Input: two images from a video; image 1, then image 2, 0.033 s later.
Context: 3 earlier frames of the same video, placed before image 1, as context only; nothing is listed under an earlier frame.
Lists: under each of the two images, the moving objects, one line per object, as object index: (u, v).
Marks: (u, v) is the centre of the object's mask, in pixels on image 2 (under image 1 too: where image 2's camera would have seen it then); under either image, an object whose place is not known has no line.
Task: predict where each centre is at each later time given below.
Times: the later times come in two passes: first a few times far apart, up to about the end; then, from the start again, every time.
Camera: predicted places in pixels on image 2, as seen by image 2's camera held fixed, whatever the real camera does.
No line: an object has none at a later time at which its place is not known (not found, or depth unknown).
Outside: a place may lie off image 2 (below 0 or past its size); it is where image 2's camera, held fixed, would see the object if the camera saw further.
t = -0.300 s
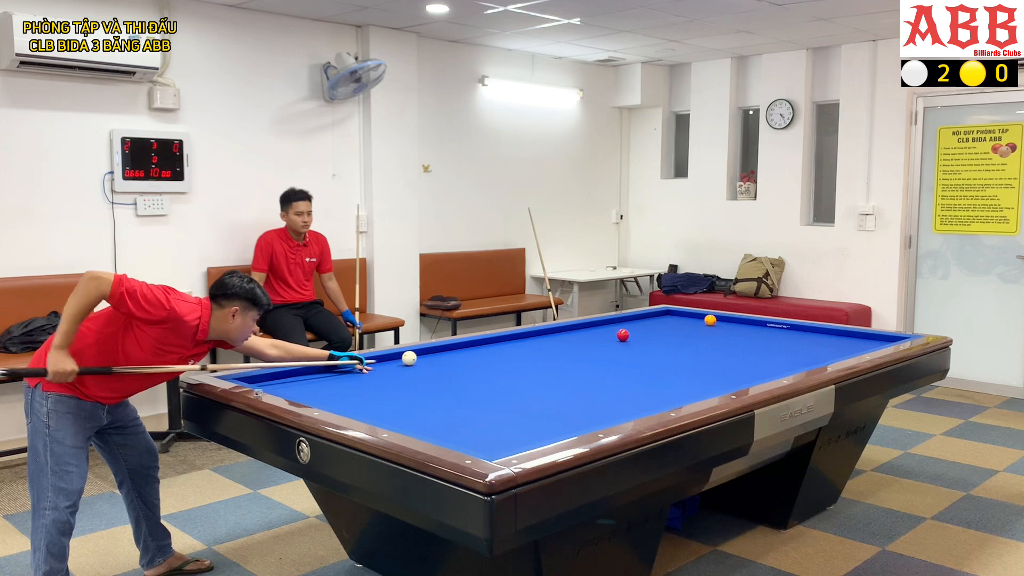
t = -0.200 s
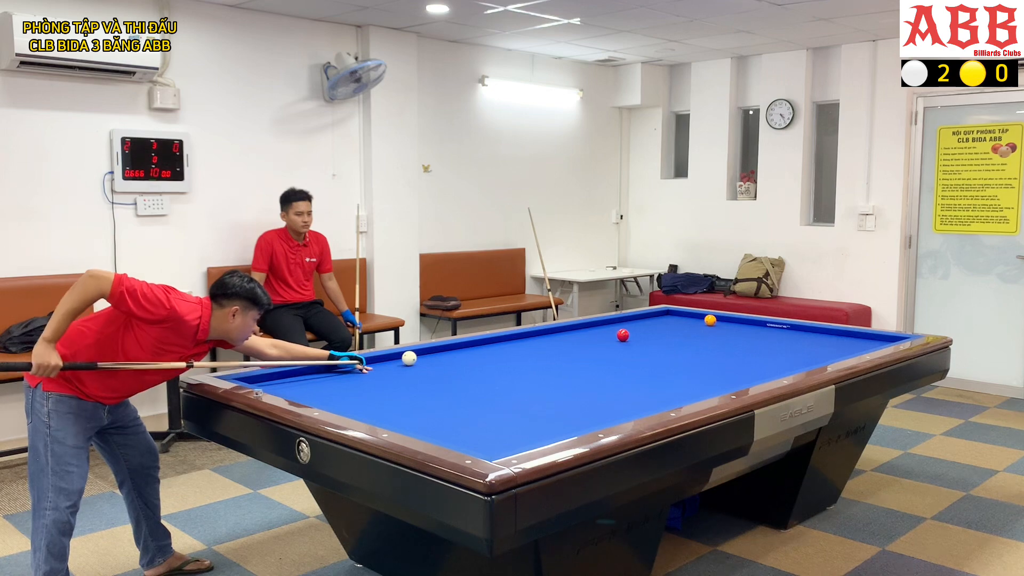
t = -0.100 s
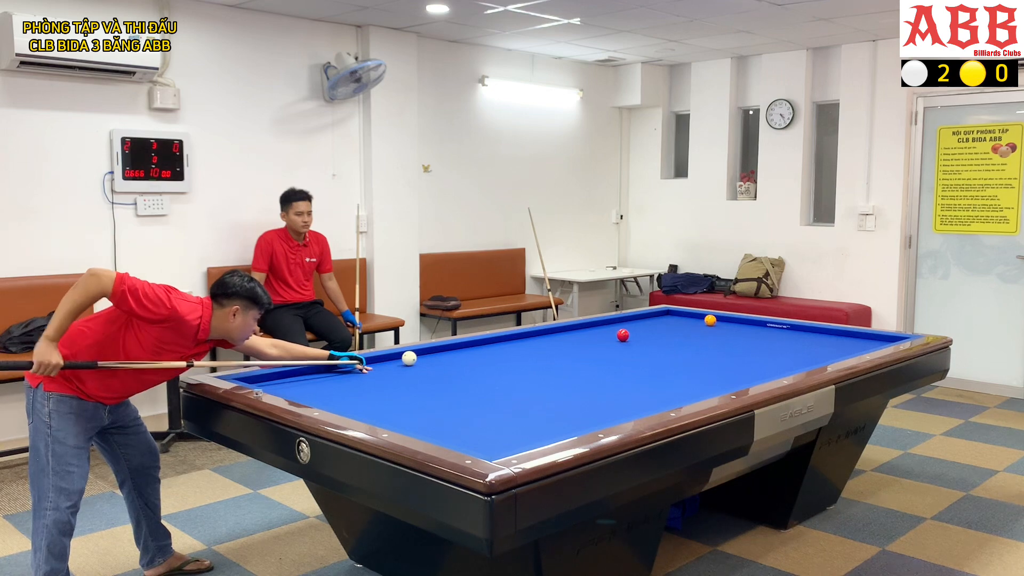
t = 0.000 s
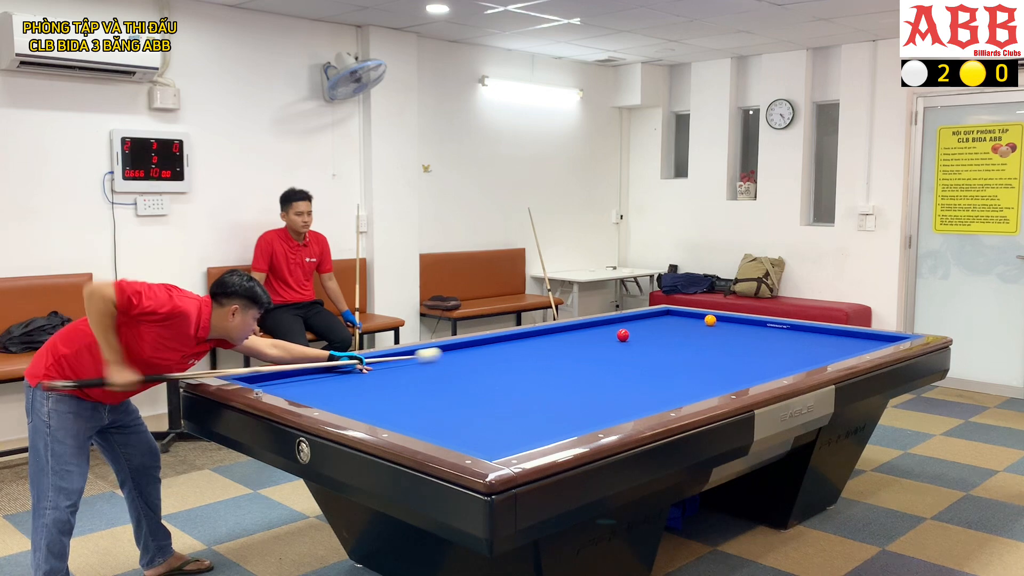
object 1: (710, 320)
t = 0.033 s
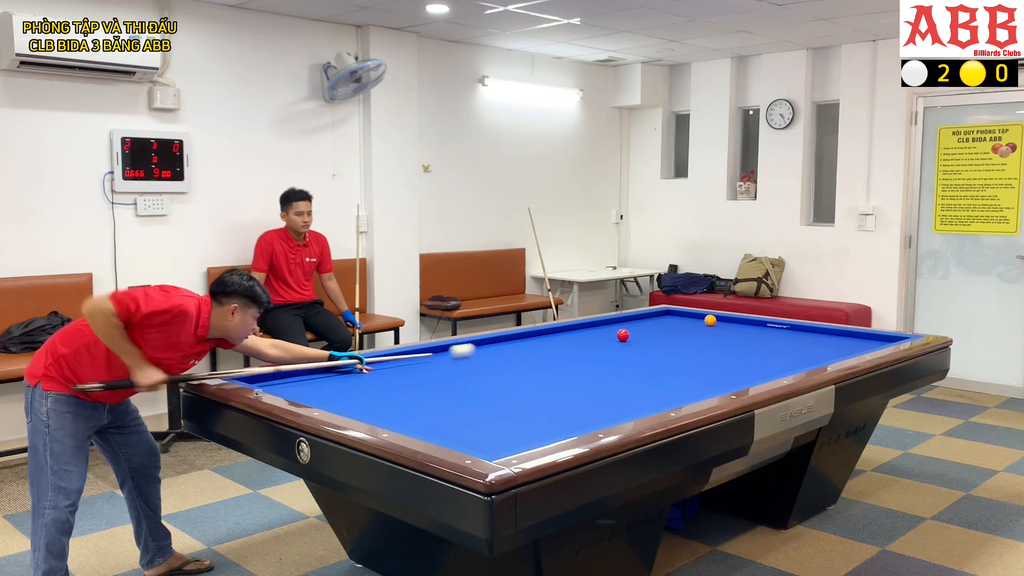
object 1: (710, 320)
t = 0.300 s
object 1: (710, 320)
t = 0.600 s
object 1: (768, 333)
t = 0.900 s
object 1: (793, 352)
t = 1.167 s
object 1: (788, 365)
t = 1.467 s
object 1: (697, 372)
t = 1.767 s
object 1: (605, 378)
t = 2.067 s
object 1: (507, 385)
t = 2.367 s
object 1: (403, 393)
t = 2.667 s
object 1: (312, 396)
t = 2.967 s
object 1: (332, 378)
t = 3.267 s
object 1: (345, 364)
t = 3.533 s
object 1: (396, 361)
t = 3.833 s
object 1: (449, 359)
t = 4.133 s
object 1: (499, 357)
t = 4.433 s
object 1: (547, 355)
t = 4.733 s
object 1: (594, 354)
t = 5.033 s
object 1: (638, 352)
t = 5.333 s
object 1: (681, 351)
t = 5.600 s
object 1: (717, 350)
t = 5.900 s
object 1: (757, 348)
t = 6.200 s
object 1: (795, 347)
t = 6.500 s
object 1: (831, 346)
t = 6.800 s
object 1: (866, 344)
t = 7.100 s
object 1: (886, 340)
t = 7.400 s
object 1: (885, 338)
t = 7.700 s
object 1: (881, 336)
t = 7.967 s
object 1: (872, 337)
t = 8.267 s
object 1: (862, 338)
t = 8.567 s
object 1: (852, 338)
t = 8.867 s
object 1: (843, 338)
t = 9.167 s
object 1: (835, 339)
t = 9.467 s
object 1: (827, 339)
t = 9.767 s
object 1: (820, 340)
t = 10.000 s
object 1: (815, 340)
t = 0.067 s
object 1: (710, 320)
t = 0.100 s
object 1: (710, 320)
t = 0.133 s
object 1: (710, 320)
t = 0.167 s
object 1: (710, 320)
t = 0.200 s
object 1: (710, 320)
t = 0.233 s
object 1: (710, 320)
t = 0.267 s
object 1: (710, 320)
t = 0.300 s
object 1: (710, 320)
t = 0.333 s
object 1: (710, 320)
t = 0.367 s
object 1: (726, 320)
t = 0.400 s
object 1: (747, 321)
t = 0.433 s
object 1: (756, 322)
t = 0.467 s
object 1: (758, 324)
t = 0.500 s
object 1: (761, 326)
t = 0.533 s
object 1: (763, 328)
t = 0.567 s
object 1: (766, 330)
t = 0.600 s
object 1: (768, 333)
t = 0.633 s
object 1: (771, 335)
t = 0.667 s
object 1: (774, 337)
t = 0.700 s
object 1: (776, 339)
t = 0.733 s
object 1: (779, 341)
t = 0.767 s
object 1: (781, 343)
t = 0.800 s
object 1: (784, 345)
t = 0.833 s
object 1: (787, 348)
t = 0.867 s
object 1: (790, 350)
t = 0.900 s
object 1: (793, 352)
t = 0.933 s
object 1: (796, 354)
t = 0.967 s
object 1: (798, 356)
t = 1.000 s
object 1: (802, 358)
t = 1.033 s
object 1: (804, 360)
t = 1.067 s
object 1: (807, 362)
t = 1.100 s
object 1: (810, 363)
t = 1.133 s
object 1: (799, 364)
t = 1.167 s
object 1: (788, 365)
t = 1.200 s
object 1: (778, 367)
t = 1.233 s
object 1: (767, 367)
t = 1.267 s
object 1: (757, 368)
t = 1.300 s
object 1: (747, 369)
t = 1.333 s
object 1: (738, 369)
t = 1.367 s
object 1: (728, 370)
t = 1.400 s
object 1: (718, 370)
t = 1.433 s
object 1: (708, 371)
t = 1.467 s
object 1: (697, 372)
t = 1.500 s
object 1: (688, 372)
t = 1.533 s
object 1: (677, 373)
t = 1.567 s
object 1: (667, 374)
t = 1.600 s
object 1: (657, 374)
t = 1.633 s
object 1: (648, 373)
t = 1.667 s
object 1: (635, 374)
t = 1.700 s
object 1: (626, 377)
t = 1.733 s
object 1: (615, 377)
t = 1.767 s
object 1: (605, 378)
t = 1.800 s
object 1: (594, 379)
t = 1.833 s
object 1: (584, 380)
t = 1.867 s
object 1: (573, 380)
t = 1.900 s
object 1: (562, 381)
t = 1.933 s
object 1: (551, 382)
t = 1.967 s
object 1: (540, 382)
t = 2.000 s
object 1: (529, 383)
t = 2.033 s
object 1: (518, 384)
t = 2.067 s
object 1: (507, 385)
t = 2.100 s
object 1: (496, 386)
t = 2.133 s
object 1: (485, 386)
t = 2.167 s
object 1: (473, 387)
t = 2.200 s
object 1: (462, 388)
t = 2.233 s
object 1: (450, 389)
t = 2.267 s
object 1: (439, 390)
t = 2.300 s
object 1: (427, 391)
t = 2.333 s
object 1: (415, 392)
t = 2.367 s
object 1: (403, 393)
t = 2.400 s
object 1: (391, 394)
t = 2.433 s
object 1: (379, 394)
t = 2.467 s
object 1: (367, 395)
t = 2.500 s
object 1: (354, 396)
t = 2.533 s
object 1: (342, 397)
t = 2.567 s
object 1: (330, 398)
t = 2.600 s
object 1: (317, 397)
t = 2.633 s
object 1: (308, 397)
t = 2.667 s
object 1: (312, 396)
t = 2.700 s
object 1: (315, 394)
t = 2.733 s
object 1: (318, 392)
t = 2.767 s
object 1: (321, 390)
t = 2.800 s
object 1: (323, 388)
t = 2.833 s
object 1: (325, 385)
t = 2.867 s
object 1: (327, 384)
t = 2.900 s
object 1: (329, 382)
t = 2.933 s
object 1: (330, 380)
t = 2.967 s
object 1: (332, 378)
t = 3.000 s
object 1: (333, 376)
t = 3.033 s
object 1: (335, 374)
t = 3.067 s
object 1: (337, 373)
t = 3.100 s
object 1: (338, 371)
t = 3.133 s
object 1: (339, 369)
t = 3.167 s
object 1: (341, 368)
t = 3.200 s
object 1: (342, 366)
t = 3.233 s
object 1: (344, 365)
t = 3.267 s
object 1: (345, 364)
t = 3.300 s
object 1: (352, 363)
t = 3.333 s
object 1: (359, 363)
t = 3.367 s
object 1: (365, 362)
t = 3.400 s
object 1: (371, 362)
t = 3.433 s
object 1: (378, 362)
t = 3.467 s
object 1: (384, 362)
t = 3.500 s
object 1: (390, 361)
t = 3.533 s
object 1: (396, 361)
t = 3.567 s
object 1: (402, 361)
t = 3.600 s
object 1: (408, 361)
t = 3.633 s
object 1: (414, 361)
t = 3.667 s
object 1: (420, 360)
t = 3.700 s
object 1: (425, 360)
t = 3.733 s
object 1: (432, 360)
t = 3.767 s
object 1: (437, 360)
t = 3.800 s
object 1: (443, 359)
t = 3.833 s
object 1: (449, 359)
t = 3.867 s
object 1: (455, 359)
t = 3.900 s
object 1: (460, 359)
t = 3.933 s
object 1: (466, 358)
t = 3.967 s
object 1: (471, 358)
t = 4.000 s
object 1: (477, 358)
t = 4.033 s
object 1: (483, 358)
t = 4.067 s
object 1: (489, 358)
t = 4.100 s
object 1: (494, 357)
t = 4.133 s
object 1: (499, 357)
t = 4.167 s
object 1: (505, 357)
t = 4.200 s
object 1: (510, 357)
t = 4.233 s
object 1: (515, 357)
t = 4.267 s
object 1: (521, 356)
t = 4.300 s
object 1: (526, 356)
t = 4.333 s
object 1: (532, 356)
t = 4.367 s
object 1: (537, 356)
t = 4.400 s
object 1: (542, 355)
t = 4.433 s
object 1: (547, 355)
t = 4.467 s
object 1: (553, 355)
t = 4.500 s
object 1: (558, 355)
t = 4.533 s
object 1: (563, 355)
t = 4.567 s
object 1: (568, 355)
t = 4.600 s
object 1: (573, 355)
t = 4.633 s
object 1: (578, 354)
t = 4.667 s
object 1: (583, 354)
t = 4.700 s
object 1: (588, 354)
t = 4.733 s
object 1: (594, 354)
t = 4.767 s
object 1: (598, 354)
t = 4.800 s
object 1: (604, 353)
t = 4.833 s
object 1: (608, 353)
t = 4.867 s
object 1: (613, 353)
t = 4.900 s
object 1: (618, 353)
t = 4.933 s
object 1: (623, 353)
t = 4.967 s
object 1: (628, 352)
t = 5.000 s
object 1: (633, 352)
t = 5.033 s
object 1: (638, 352)
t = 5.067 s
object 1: (642, 352)
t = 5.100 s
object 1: (647, 352)
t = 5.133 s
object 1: (652, 352)
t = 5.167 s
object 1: (657, 351)
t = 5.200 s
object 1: (662, 351)
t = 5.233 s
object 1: (666, 351)
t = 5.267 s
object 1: (671, 351)
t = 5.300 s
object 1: (676, 351)
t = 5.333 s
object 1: (681, 351)
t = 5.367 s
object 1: (685, 351)
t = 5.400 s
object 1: (690, 351)
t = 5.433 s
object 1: (694, 350)
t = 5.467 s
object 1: (699, 350)
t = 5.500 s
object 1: (703, 350)
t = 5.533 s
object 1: (708, 350)
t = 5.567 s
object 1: (712, 350)
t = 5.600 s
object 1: (717, 350)
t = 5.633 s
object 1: (722, 349)
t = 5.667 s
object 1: (726, 349)
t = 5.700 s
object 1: (730, 349)
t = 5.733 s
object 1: (735, 349)
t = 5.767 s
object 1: (739, 349)
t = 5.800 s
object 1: (744, 349)
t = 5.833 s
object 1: (748, 349)
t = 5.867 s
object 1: (752, 349)
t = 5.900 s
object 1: (757, 348)
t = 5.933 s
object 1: (761, 348)
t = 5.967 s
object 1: (765, 348)
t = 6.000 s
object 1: (769, 348)
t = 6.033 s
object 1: (774, 348)
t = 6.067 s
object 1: (778, 347)
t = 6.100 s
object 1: (782, 347)
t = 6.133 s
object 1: (786, 347)
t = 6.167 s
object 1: (791, 347)
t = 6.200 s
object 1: (795, 347)
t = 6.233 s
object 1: (799, 347)
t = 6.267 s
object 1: (803, 347)
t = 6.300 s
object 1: (807, 346)
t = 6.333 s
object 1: (811, 347)
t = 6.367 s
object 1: (815, 346)
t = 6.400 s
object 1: (819, 346)
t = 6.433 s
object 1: (823, 346)
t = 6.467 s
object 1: (827, 346)
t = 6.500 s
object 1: (831, 346)
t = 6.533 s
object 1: (835, 346)
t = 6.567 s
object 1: (839, 345)
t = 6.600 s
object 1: (843, 345)
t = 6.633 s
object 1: (847, 345)
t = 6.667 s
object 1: (851, 345)
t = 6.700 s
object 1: (855, 345)
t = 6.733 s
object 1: (858, 345)
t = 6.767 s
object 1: (862, 344)
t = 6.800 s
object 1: (866, 344)
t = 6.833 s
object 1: (870, 343)
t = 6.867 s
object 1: (874, 343)
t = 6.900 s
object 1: (877, 343)
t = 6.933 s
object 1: (881, 342)
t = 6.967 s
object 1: (884, 342)
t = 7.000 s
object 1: (886, 341)
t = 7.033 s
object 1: (886, 341)
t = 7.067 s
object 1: (886, 341)
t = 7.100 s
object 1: (886, 340)
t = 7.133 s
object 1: (885, 340)
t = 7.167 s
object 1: (885, 340)
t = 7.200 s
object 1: (885, 340)
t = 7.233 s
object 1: (885, 340)
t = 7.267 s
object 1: (885, 339)
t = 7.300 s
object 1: (885, 339)
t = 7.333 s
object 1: (885, 339)
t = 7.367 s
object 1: (885, 339)
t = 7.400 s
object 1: (885, 338)
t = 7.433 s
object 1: (885, 338)
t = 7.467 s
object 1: (885, 338)
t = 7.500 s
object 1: (885, 338)
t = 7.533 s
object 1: (884, 337)
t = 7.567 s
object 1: (884, 337)
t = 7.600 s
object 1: (884, 337)
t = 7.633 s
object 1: (884, 336)
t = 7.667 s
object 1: (882, 336)
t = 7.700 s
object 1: (881, 336)
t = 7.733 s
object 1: (880, 337)
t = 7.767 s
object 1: (879, 337)
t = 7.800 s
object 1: (878, 337)
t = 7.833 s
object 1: (876, 337)
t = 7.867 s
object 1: (875, 337)
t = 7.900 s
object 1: (874, 337)
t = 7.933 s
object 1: (873, 337)
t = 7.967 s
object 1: (872, 337)
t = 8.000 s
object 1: (870, 337)
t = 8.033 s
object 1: (869, 337)
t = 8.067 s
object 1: (868, 337)
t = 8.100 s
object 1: (867, 337)
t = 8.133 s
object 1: (866, 337)
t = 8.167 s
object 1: (865, 337)
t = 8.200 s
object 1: (864, 337)
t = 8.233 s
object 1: (863, 338)
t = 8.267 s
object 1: (862, 338)
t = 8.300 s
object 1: (861, 338)
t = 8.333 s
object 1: (860, 338)
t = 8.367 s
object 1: (858, 338)
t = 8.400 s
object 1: (857, 338)
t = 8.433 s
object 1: (856, 338)
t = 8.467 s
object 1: (855, 338)
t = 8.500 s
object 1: (854, 338)
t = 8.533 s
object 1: (853, 338)
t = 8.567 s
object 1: (852, 338)
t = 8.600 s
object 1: (851, 338)
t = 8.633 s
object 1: (850, 338)
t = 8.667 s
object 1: (849, 338)
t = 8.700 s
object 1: (848, 338)
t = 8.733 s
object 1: (847, 338)
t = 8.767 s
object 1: (846, 338)
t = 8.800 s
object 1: (845, 338)
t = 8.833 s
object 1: (844, 338)
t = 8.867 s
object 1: (843, 338)
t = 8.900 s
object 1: (842, 339)
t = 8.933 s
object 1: (842, 339)
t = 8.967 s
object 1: (841, 339)
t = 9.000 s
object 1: (840, 339)
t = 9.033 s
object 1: (839, 339)
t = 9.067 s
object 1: (838, 339)
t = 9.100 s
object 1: (837, 339)
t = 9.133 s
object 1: (836, 339)
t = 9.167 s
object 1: (835, 339)
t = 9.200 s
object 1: (834, 339)
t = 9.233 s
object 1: (833, 339)
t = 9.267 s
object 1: (833, 339)
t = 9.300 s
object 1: (832, 339)
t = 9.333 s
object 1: (831, 339)
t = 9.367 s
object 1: (830, 339)
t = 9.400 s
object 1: (829, 339)
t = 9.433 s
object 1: (828, 339)
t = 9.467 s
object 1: (827, 339)
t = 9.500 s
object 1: (827, 339)
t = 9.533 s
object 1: (826, 340)
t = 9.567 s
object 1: (825, 340)
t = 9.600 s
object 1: (824, 340)
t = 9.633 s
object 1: (823, 340)
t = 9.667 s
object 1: (823, 340)
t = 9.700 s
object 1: (822, 340)
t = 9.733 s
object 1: (821, 340)
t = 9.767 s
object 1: (820, 340)
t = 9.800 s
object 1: (820, 340)
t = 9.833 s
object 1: (819, 340)
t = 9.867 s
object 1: (818, 340)
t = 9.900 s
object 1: (817, 340)
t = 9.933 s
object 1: (817, 340)
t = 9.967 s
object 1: (816, 340)
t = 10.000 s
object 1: (815, 340)
